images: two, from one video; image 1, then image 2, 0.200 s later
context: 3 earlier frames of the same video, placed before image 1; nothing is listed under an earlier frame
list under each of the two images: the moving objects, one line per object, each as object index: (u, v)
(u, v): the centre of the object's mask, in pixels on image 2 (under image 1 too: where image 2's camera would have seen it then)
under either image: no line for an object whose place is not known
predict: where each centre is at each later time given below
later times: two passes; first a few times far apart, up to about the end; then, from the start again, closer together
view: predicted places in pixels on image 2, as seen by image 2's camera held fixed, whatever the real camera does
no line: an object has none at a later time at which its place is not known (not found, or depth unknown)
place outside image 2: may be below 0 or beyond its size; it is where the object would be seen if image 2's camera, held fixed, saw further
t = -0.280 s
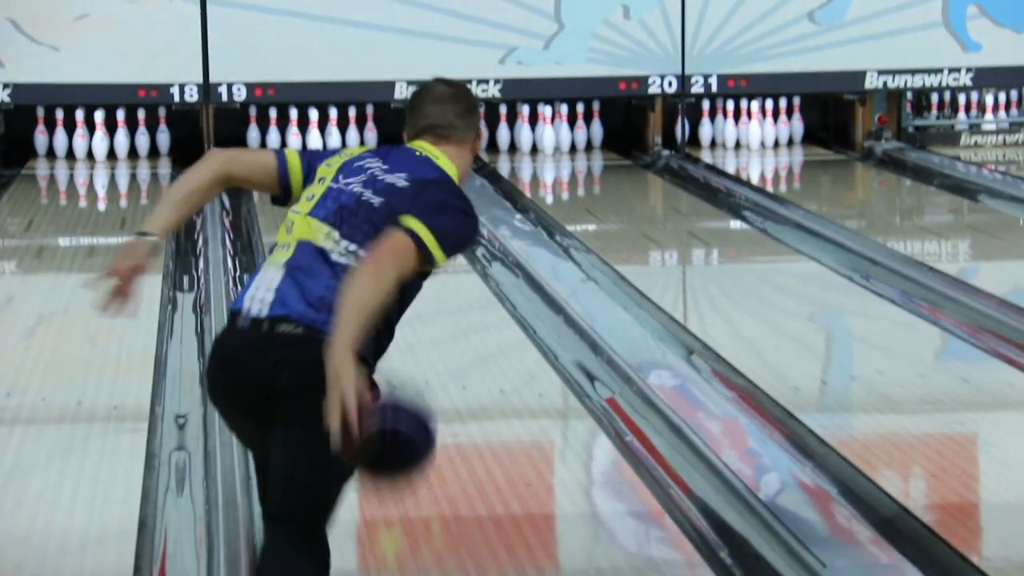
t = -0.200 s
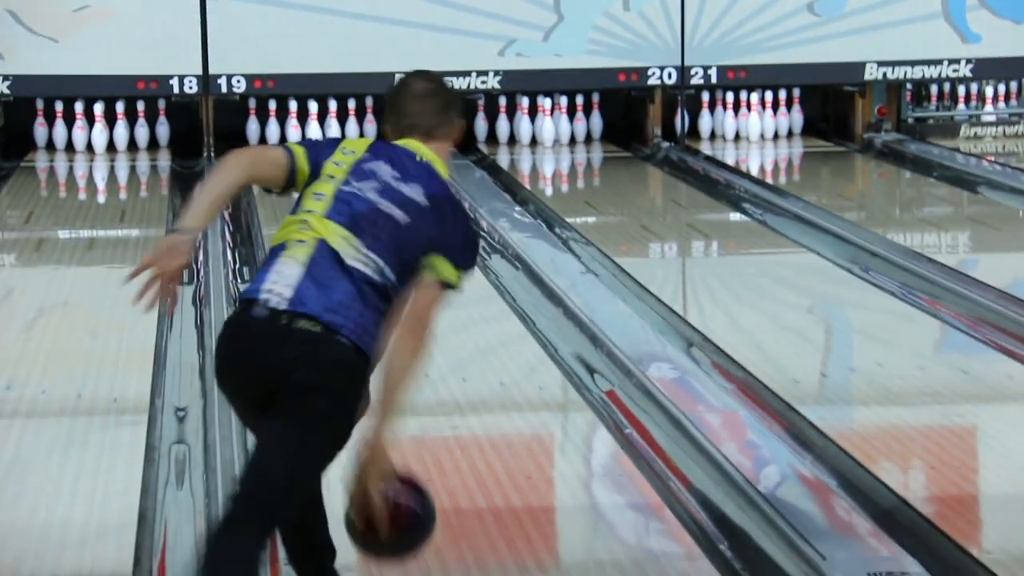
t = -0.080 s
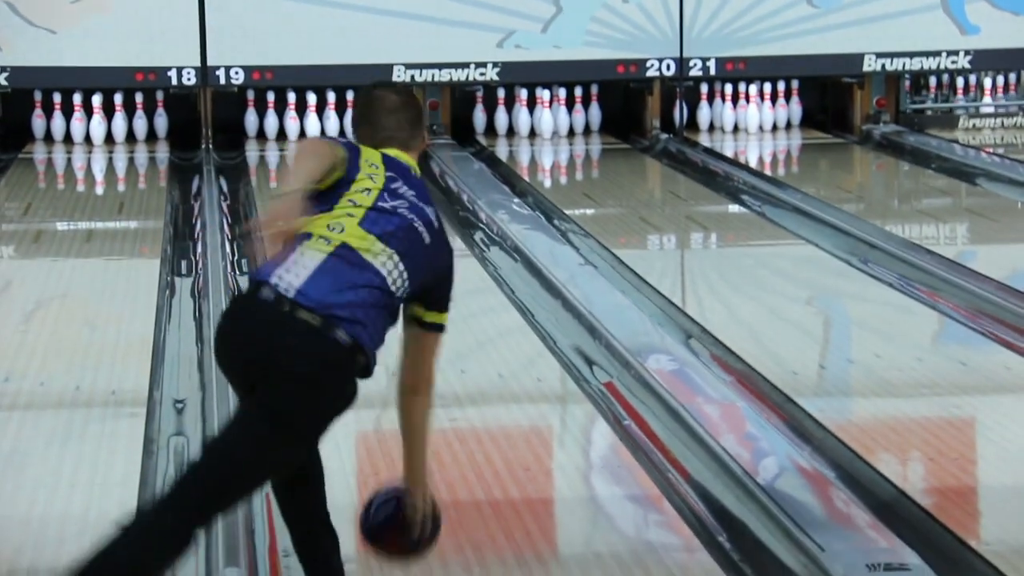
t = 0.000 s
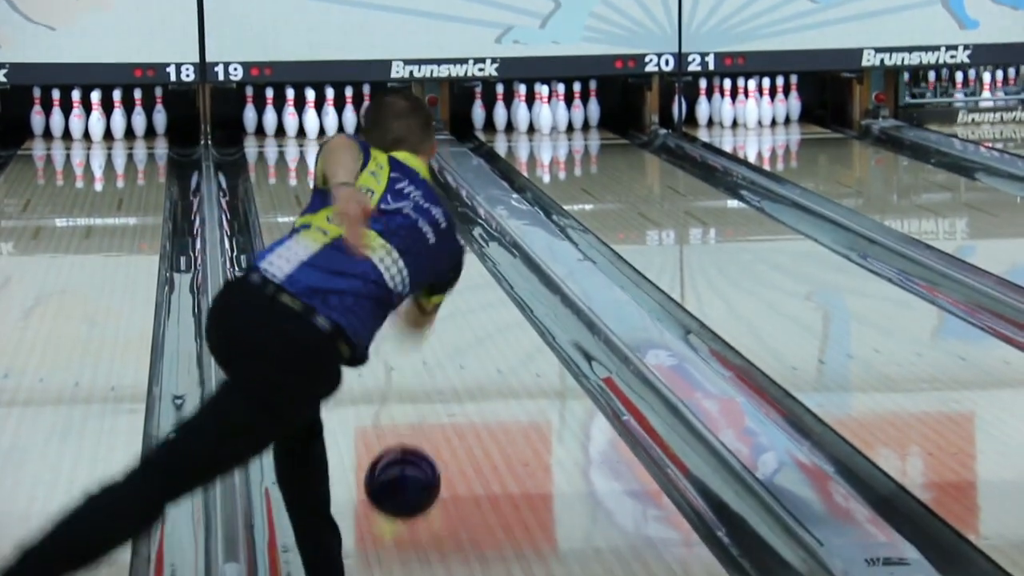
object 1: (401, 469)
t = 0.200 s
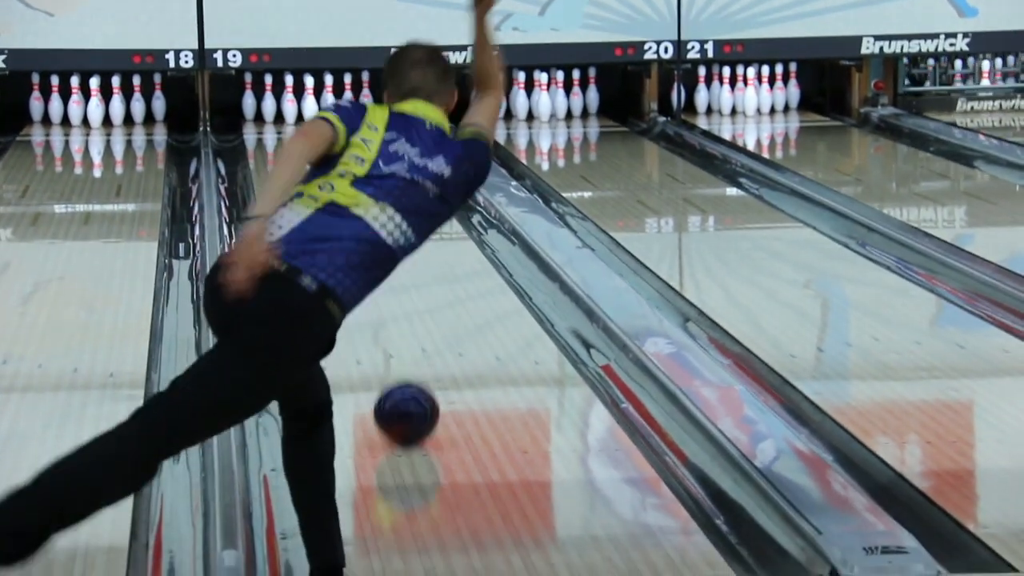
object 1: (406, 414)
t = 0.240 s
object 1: (407, 400)
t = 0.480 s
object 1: (410, 329)
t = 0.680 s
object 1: (395, 275)
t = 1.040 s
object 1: (413, 229)
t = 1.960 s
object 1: (363, 130)
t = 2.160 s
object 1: (335, 121)
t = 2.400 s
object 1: (312, 111)
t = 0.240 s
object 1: (407, 400)
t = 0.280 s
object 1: (408, 386)
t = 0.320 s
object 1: (408, 373)
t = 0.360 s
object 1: (409, 361)
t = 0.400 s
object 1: (409, 350)
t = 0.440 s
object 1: (410, 339)
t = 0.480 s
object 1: (410, 329)
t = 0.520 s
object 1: (410, 319)
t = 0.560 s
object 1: (411, 309)
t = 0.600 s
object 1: (404, 301)
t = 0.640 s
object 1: (398, 287)
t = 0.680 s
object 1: (395, 275)
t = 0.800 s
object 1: (413, 265)
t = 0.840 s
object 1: (411, 255)
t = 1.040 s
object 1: (413, 229)
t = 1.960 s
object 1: (363, 130)
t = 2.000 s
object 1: (358, 127)
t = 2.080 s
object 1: (344, 124)
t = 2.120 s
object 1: (341, 123)
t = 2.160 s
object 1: (335, 121)
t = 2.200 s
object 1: (330, 118)
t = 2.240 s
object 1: (326, 116)
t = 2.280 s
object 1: (320, 114)
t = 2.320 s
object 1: (318, 113)
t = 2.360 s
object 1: (316, 111)
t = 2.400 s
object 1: (312, 111)
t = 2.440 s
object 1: (310, 110)
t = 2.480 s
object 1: (307, 108)
